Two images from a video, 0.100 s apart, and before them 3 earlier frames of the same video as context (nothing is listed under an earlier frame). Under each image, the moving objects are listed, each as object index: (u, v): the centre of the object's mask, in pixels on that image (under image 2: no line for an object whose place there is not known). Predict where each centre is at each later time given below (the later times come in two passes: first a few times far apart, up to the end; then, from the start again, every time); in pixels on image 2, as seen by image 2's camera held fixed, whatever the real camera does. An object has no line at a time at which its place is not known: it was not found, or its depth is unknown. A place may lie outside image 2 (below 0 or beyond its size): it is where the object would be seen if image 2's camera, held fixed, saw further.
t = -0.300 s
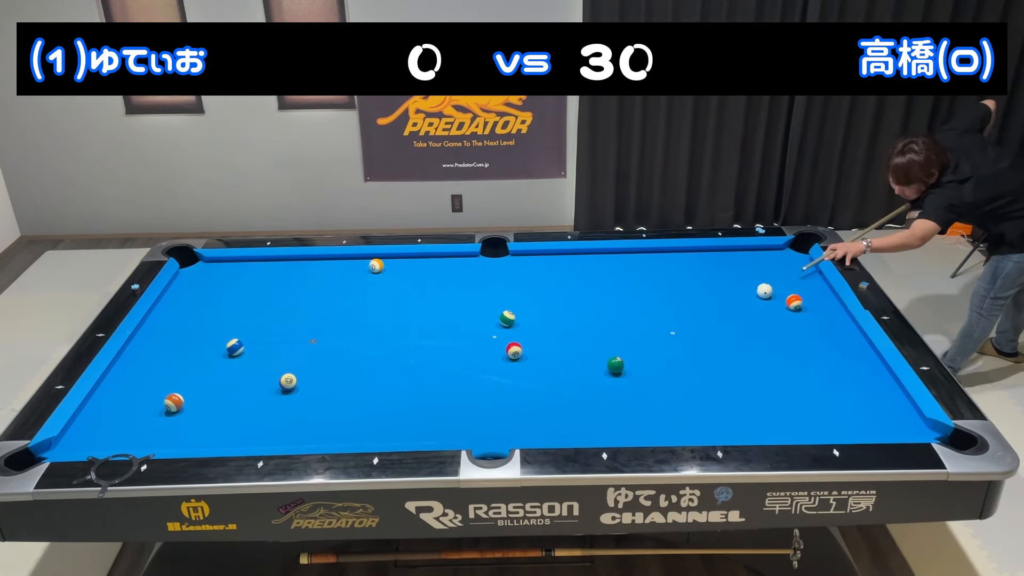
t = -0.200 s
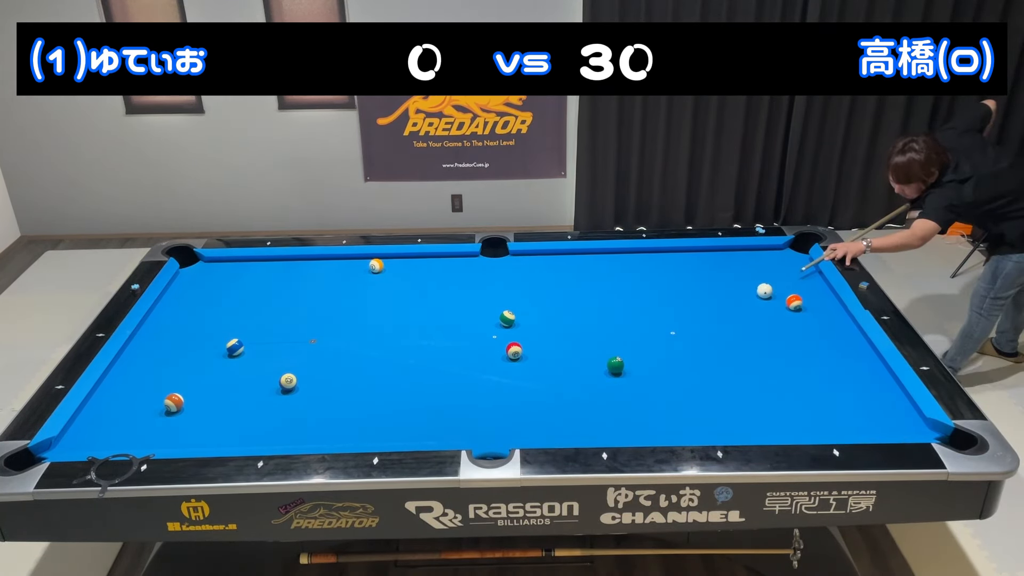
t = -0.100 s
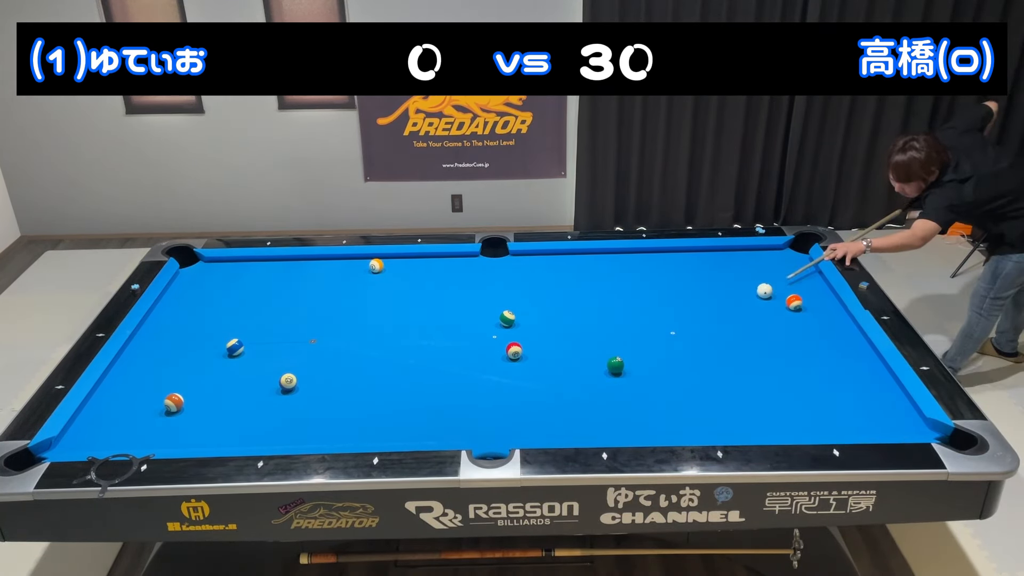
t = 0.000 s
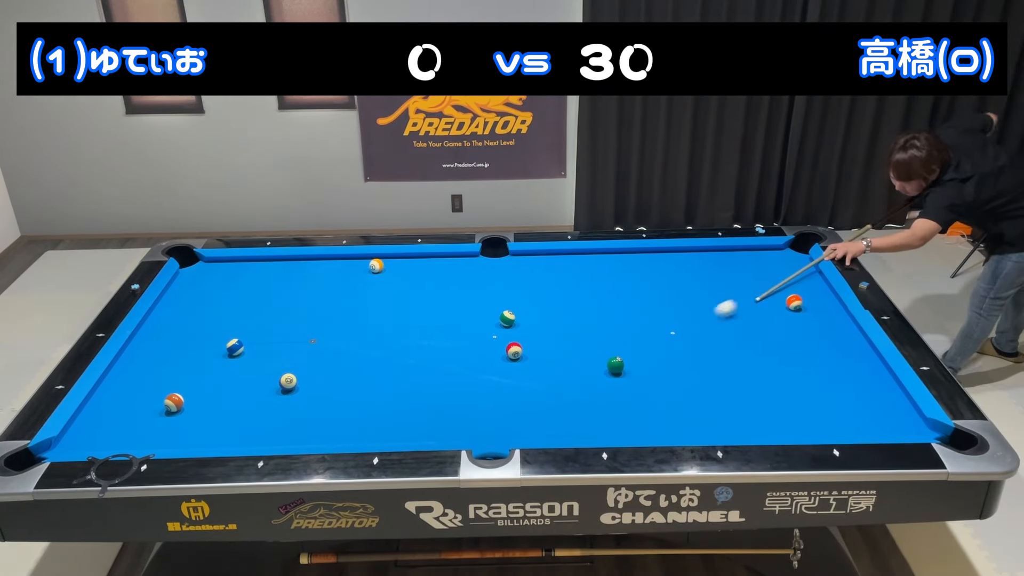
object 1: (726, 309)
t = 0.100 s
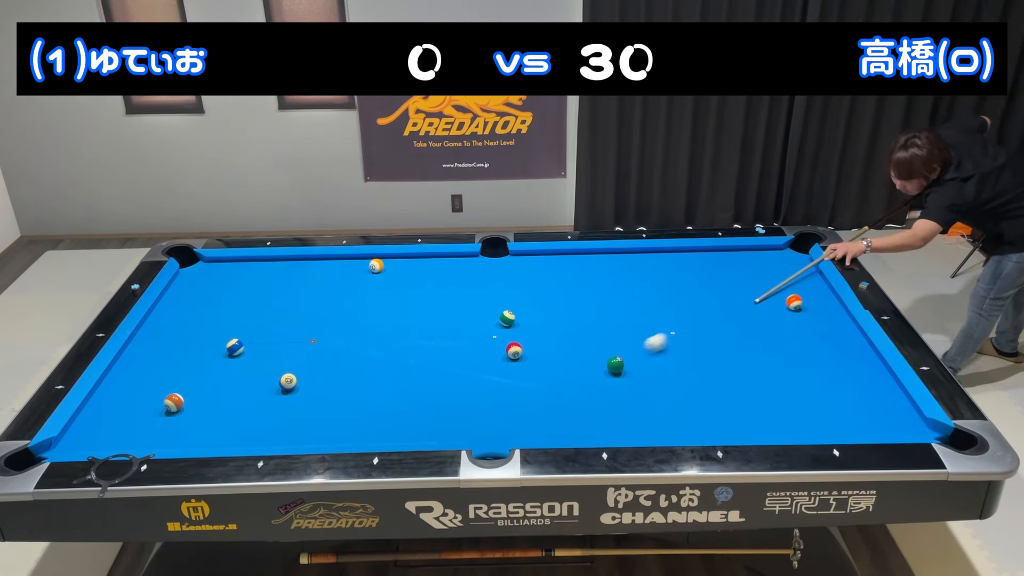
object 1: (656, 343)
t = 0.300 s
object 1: (616, 352)
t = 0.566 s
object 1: (604, 342)
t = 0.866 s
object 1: (592, 332)
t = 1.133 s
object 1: (582, 324)
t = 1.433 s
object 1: (573, 316)
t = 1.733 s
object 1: (564, 309)
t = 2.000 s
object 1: (558, 303)
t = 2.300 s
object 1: (552, 298)
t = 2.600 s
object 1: (547, 294)
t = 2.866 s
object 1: (543, 290)
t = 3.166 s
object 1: (540, 287)
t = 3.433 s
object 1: (537, 285)
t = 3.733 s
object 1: (536, 284)
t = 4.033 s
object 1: (535, 283)
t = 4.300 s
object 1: (535, 283)
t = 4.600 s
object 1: (535, 283)
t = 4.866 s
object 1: (535, 283)
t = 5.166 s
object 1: (535, 283)
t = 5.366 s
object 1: (535, 283)
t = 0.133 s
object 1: (633, 354)
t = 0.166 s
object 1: (623, 357)
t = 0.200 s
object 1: (621, 356)
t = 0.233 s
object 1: (619, 355)
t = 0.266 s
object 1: (617, 354)
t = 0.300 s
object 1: (616, 352)
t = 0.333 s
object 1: (614, 351)
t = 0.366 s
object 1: (612, 350)
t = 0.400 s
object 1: (611, 348)
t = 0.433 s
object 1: (610, 347)
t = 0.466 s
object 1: (608, 346)
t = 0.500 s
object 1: (607, 344)
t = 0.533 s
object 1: (605, 343)
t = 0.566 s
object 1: (604, 342)
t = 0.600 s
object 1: (602, 341)
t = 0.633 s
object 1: (601, 340)
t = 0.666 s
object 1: (600, 338)
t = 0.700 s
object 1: (598, 337)
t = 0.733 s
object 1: (597, 336)
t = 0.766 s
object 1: (596, 335)
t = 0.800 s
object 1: (594, 334)
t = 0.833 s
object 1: (593, 333)
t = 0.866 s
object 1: (592, 332)
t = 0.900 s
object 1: (590, 331)
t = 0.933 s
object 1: (589, 330)
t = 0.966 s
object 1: (588, 329)
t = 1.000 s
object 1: (587, 328)
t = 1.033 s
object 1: (586, 327)
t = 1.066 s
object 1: (584, 326)
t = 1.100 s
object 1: (583, 325)
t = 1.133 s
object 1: (582, 324)
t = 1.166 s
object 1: (581, 323)
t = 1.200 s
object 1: (580, 322)
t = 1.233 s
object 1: (579, 321)
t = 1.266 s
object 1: (578, 320)
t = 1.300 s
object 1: (577, 319)
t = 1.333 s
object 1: (576, 318)
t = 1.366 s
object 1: (575, 317)
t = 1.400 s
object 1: (574, 317)
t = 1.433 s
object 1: (573, 316)
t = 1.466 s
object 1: (572, 315)
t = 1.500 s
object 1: (571, 314)
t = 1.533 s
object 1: (570, 313)
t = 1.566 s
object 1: (569, 313)
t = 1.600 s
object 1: (568, 312)
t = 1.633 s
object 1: (567, 311)
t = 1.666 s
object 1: (566, 310)
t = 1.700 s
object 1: (565, 310)
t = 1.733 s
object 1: (564, 309)
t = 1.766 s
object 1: (563, 308)
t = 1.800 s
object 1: (563, 307)
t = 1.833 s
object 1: (562, 307)
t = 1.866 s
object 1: (561, 306)
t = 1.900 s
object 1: (560, 305)
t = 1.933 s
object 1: (559, 305)
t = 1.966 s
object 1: (559, 304)
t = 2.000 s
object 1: (558, 303)
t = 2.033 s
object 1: (557, 303)
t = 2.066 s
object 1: (556, 302)
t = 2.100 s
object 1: (556, 302)
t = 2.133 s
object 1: (555, 301)
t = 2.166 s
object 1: (554, 300)
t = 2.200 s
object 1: (554, 300)
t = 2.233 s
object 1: (553, 299)
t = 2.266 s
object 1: (552, 299)
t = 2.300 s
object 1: (552, 298)
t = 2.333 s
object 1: (551, 298)
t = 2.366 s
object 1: (551, 297)
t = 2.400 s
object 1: (550, 296)
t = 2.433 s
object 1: (549, 296)
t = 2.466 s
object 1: (549, 296)
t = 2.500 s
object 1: (548, 295)
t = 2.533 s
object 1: (548, 295)
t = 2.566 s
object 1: (547, 294)
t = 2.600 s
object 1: (547, 294)
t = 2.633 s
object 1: (546, 293)
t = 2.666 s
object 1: (546, 293)
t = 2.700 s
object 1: (545, 292)
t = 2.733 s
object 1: (545, 292)
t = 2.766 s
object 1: (544, 291)
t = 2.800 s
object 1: (544, 291)
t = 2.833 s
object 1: (544, 291)
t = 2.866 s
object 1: (543, 290)
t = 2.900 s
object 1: (543, 290)
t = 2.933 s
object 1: (542, 290)
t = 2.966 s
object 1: (542, 289)
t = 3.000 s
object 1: (542, 289)
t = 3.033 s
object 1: (541, 289)
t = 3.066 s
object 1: (541, 288)
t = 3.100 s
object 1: (541, 288)
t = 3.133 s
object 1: (540, 288)
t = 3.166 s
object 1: (540, 287)
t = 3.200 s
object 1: (540, 287)
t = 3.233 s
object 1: (539, 287)
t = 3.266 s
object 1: (539, 287)
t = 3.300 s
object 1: (539, 286)
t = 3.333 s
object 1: (538, 286)
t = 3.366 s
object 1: (538, 286)
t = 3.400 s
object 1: (538, 286)
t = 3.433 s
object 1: (537, 285)
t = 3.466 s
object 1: (537, 285)
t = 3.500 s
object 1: (537, 285)
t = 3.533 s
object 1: (537, 285)
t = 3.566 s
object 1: (537, 285)
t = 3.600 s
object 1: (536, 284)
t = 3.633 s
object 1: (536, 284)
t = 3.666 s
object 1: (536, 284)
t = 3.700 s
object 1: (536, 284)
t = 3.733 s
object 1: (536, 284)
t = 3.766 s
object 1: (536, 284)
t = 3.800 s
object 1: (536, 284)
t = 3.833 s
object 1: (536, 284)
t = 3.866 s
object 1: (535, 283)
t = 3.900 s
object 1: (535, 283)
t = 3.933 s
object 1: (535, 283)
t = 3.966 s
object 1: (535, 283)
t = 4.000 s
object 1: (535, 283)
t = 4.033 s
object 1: (535, 283)
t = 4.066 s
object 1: (535, 283)
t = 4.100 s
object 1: (535, 283)
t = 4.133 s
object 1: (535, 283)
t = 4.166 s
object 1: (535, 283)
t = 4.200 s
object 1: (535, 283)
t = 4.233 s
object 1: (535, 283)
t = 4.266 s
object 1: (534, 283)
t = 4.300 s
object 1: (535, 283)
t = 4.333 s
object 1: (535, 283)
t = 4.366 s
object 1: (535, 283)
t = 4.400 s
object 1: (534, 283)
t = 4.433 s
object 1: (535, 283)
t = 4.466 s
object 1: (535, 283)
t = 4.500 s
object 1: (535, 283)
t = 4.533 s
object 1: (535, 283)
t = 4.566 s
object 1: (535, 283)
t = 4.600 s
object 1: (535, 283)
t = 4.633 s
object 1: (535, 283)
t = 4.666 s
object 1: (535, 283)
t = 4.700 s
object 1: (535, 283)
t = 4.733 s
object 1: (535, 283)
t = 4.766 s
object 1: (535, 283)
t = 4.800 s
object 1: (535, 283)
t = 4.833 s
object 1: (535, 283)
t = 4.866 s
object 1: (535, 283)
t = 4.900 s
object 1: (535, 283)
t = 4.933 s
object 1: (535, 283)
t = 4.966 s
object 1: (535, 283)
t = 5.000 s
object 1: (535, 283)
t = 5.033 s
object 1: (535, 283)
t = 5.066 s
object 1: (535, 283)
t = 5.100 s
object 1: (535, 283)
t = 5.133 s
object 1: (535, 283)
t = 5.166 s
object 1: (535, 283)
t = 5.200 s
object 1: (535, 283)
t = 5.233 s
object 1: (535, 283)
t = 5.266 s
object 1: (535, 283)
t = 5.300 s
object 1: (535, 283)
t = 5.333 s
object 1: (535, 283)
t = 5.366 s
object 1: (535, 283)
